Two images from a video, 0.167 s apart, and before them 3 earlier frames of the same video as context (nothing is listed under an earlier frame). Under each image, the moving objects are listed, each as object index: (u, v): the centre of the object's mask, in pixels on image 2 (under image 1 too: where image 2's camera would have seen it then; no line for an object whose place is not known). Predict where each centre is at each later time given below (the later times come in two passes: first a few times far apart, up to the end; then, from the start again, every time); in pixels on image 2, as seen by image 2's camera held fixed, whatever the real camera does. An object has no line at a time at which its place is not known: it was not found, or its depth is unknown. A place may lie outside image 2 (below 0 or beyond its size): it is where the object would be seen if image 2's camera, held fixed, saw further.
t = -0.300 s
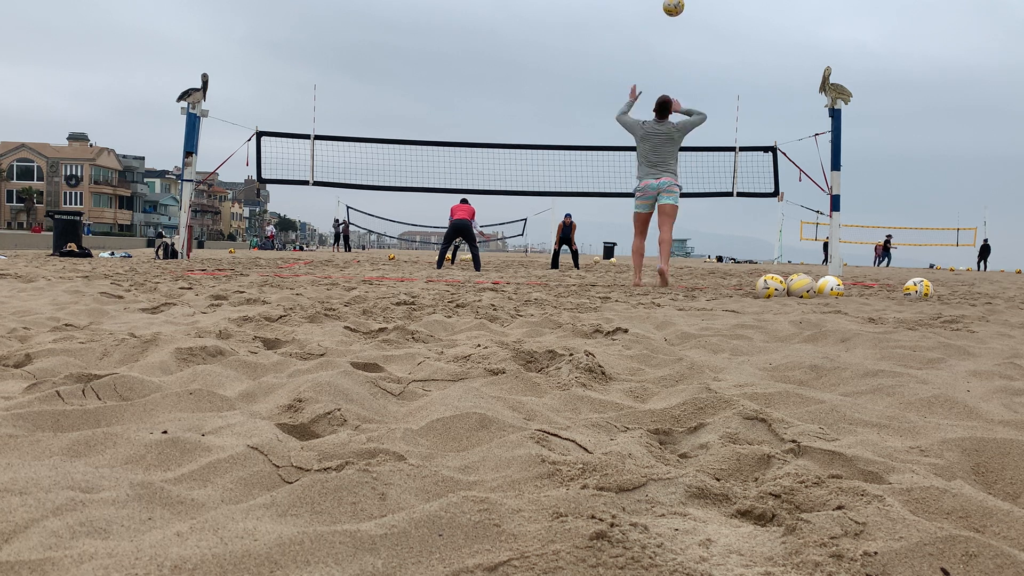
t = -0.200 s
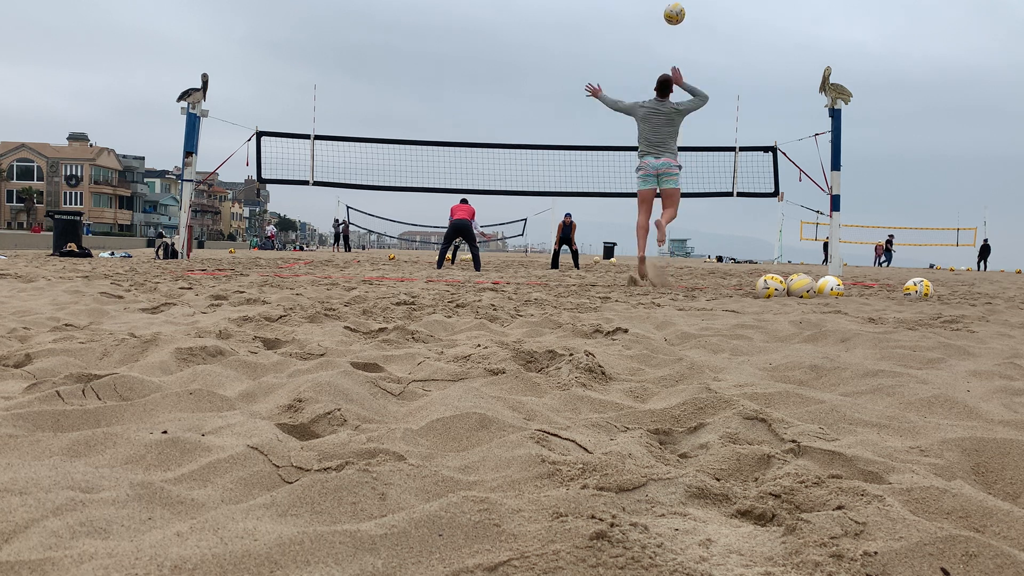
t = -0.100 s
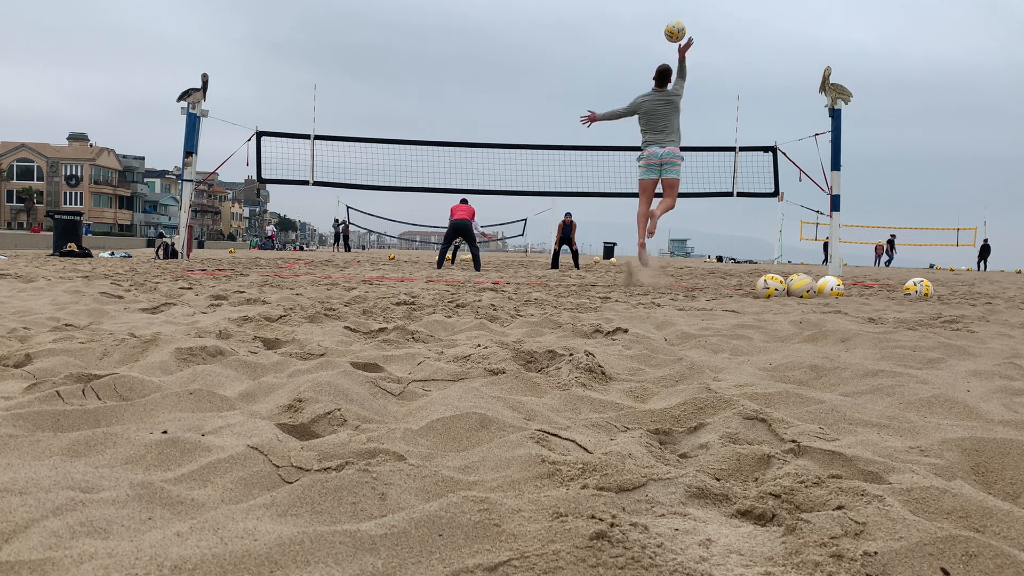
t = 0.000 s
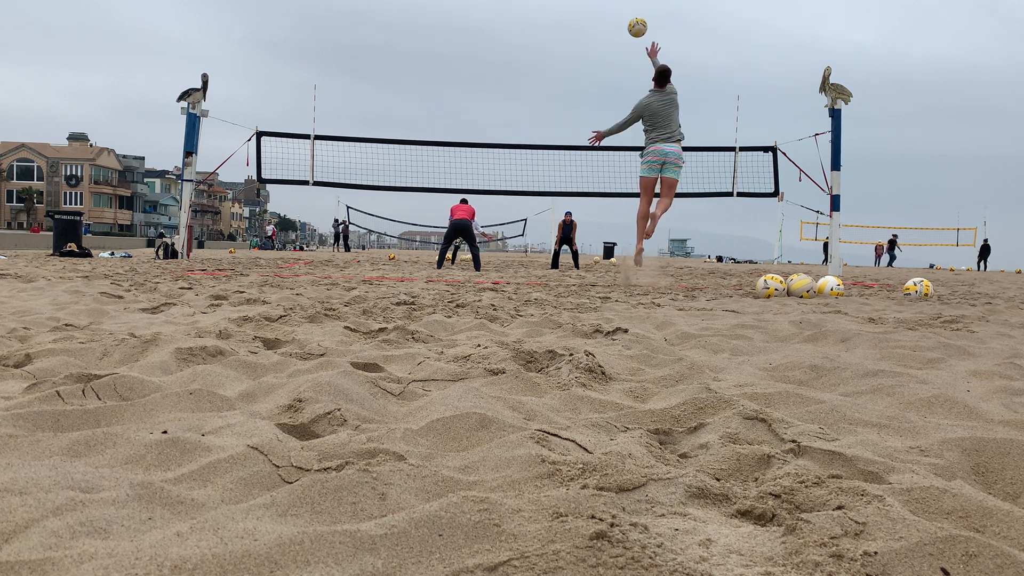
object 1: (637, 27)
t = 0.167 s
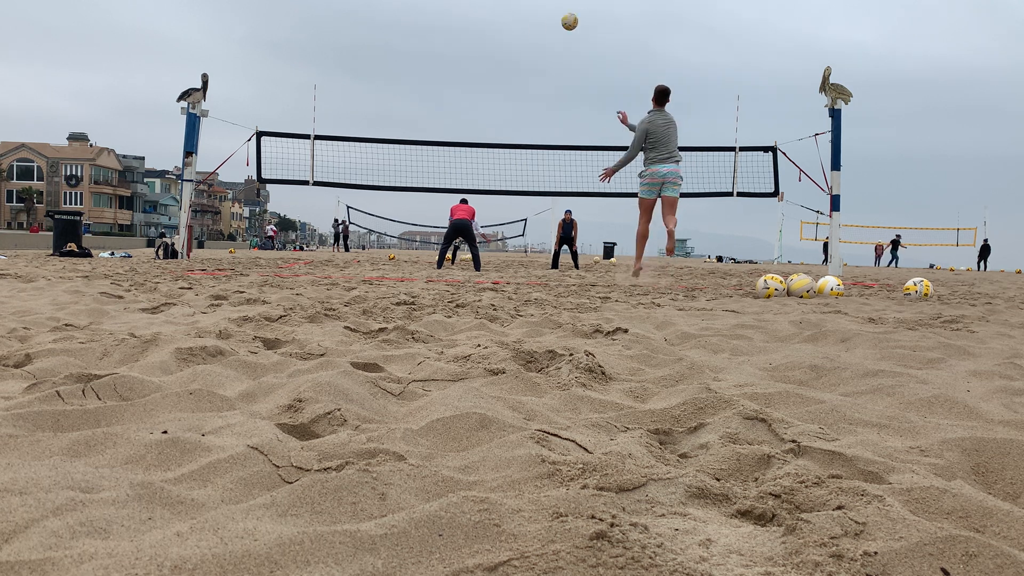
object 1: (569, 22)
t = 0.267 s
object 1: (537, 29)
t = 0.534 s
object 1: (472, 72)
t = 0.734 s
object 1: (438, 121)
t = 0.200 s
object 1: (558, 24)
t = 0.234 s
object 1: (548, 26)
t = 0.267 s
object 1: (537, 29)
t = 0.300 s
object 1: (528, 33)
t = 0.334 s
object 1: (518, 37)
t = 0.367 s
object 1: (510, 42)
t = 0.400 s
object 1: (502, 47)
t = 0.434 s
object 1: (494, 53)
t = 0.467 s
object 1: (486, 59)
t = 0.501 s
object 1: (479, 65)
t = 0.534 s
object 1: (472, 72)
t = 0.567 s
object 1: (466, 80)
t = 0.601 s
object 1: (460, 88)
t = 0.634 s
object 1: (454, 95)
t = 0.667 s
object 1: (448, 104)
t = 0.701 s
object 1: (443, 112)
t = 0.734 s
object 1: (438, 121)
